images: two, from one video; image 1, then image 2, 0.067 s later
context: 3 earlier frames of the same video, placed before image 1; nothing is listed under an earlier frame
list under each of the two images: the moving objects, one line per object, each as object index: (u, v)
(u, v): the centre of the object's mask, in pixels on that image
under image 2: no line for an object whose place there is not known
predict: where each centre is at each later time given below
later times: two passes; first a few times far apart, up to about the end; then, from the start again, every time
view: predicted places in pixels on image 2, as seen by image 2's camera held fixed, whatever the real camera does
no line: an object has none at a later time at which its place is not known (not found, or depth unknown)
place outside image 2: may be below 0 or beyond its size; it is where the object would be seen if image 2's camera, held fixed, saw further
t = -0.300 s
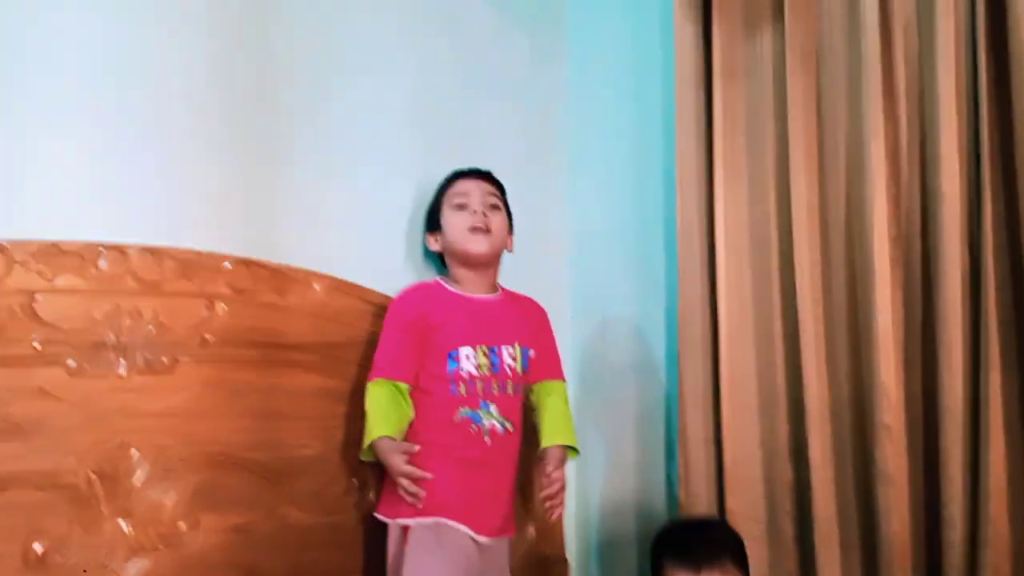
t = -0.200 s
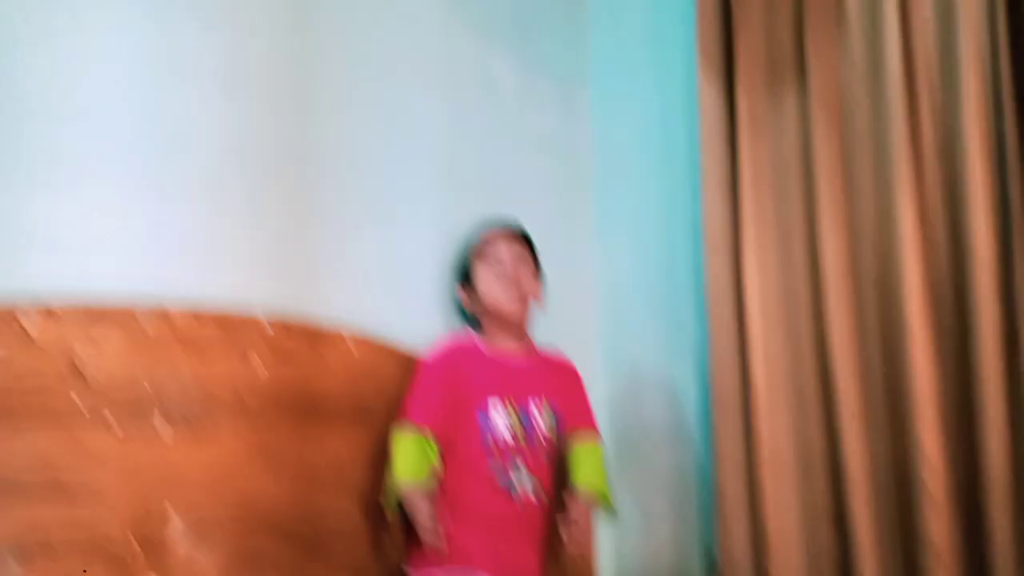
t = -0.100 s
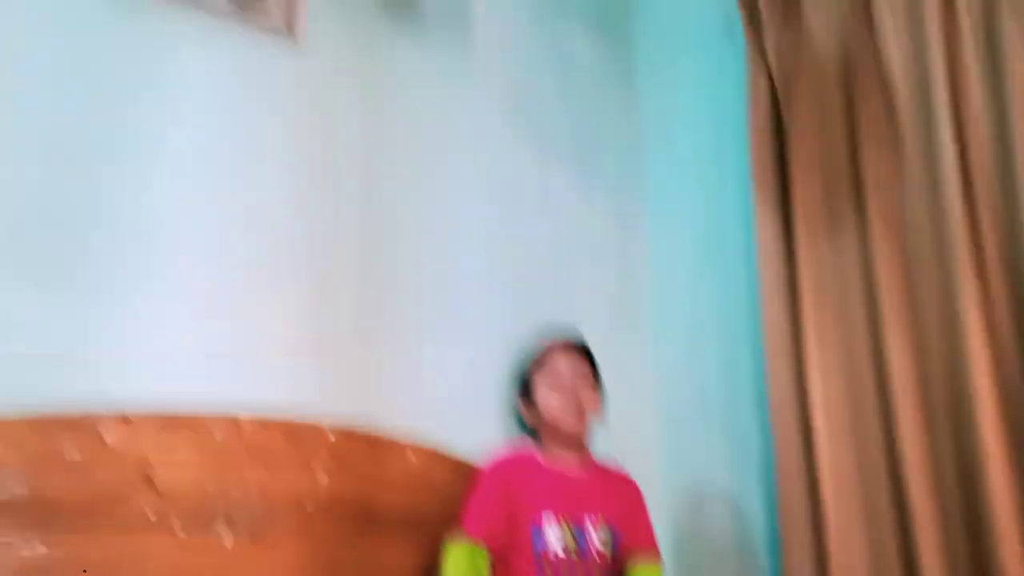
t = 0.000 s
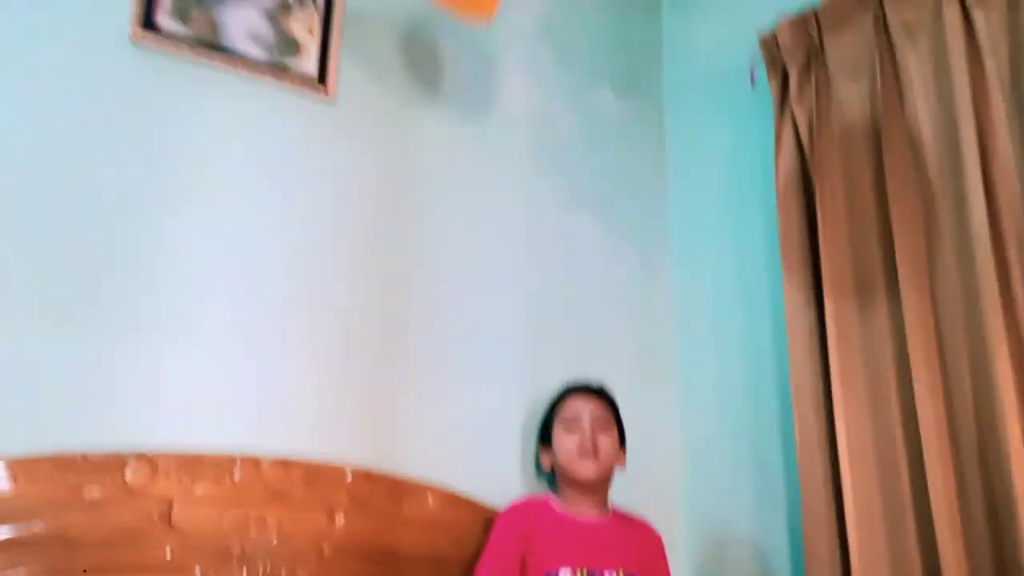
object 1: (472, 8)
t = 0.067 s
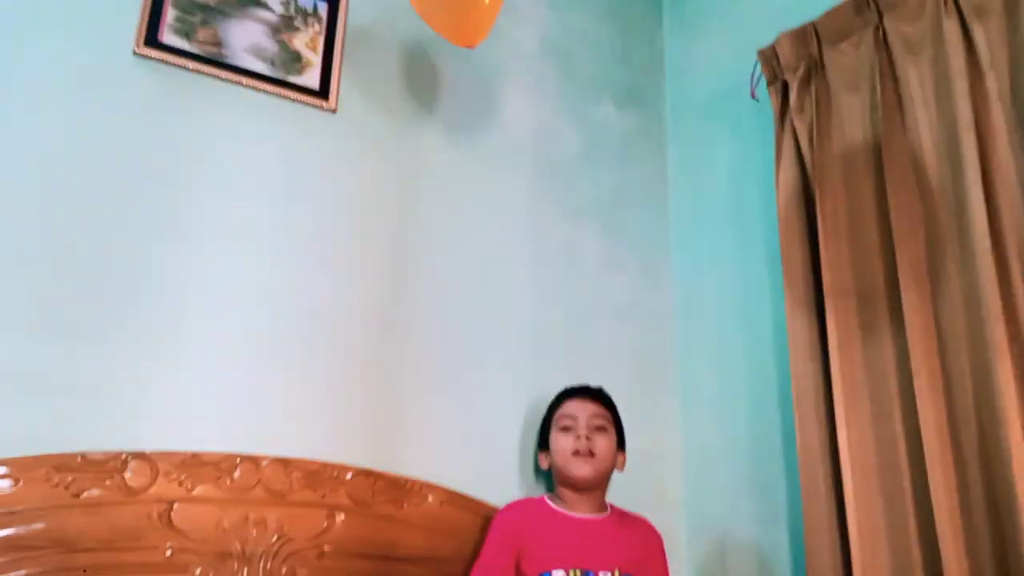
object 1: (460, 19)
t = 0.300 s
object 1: (443, 28)
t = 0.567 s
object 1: (432, 83)
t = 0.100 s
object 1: (455, 24)
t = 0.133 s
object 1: (452, 26)
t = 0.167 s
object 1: (448, 29)
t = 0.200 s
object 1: (446, 33)
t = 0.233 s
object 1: (444, 32)
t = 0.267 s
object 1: (443, 30)
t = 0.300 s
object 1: (443, 28)
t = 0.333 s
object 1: (443, 29)
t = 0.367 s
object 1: (442, 28)
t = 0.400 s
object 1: (440, 28)
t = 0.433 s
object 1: (439, 38)
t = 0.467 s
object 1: (438, 49)
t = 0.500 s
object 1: (436, 58)
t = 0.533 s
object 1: (434, 71)
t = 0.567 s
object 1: (432, 83)
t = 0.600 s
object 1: (431, 96)
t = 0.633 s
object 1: (429, 109)
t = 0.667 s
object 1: (427, 121)
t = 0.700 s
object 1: (425, 135)
